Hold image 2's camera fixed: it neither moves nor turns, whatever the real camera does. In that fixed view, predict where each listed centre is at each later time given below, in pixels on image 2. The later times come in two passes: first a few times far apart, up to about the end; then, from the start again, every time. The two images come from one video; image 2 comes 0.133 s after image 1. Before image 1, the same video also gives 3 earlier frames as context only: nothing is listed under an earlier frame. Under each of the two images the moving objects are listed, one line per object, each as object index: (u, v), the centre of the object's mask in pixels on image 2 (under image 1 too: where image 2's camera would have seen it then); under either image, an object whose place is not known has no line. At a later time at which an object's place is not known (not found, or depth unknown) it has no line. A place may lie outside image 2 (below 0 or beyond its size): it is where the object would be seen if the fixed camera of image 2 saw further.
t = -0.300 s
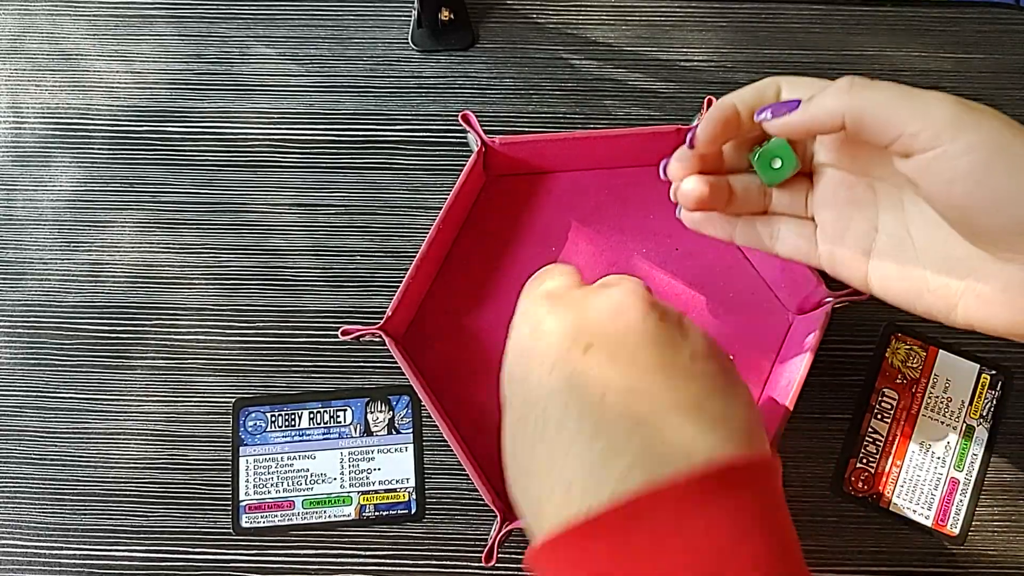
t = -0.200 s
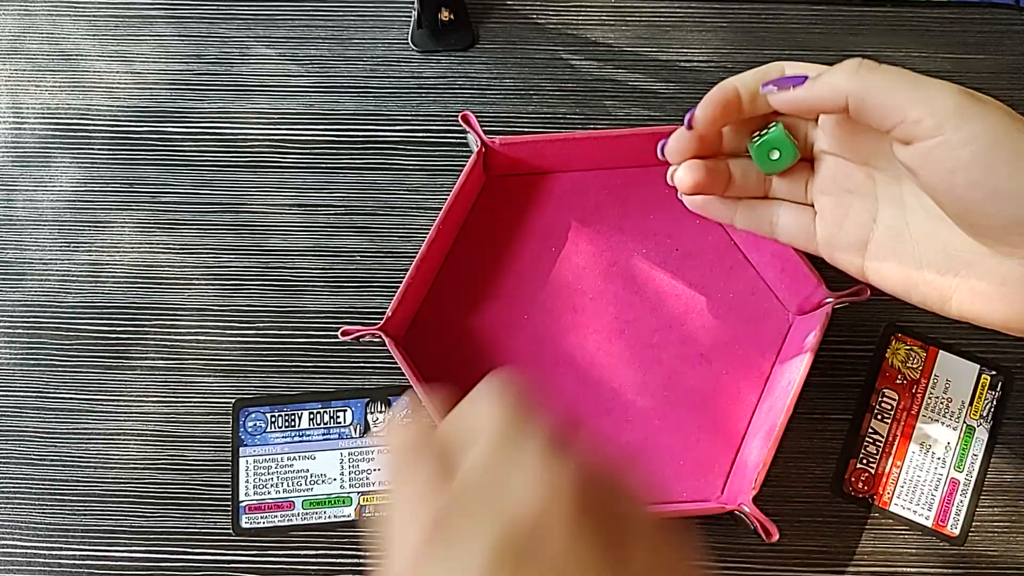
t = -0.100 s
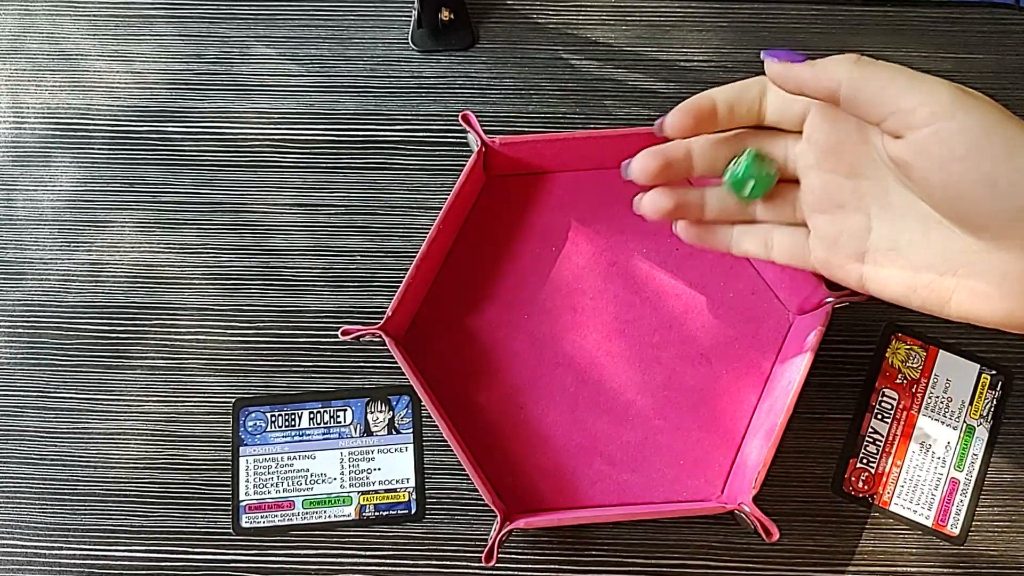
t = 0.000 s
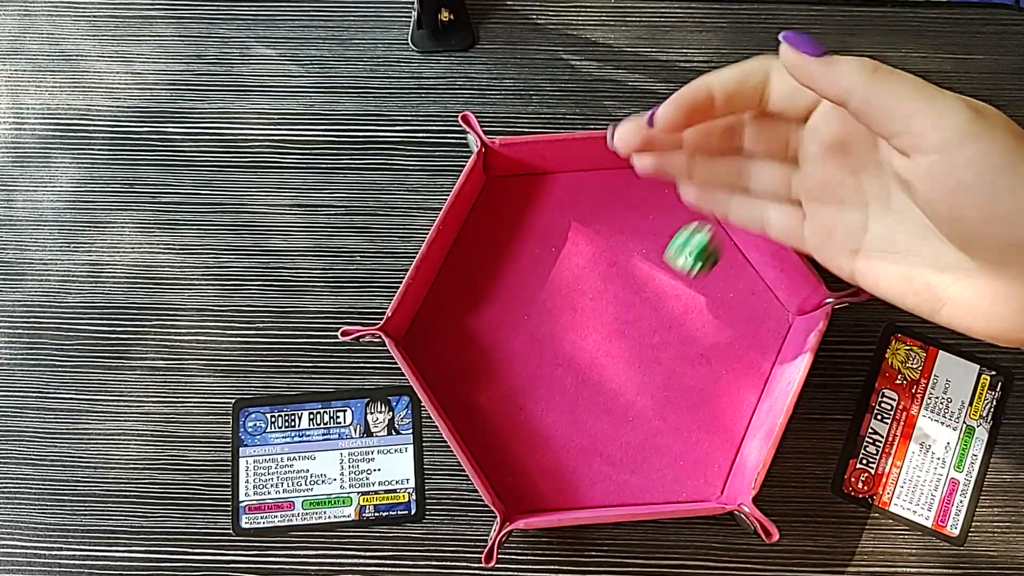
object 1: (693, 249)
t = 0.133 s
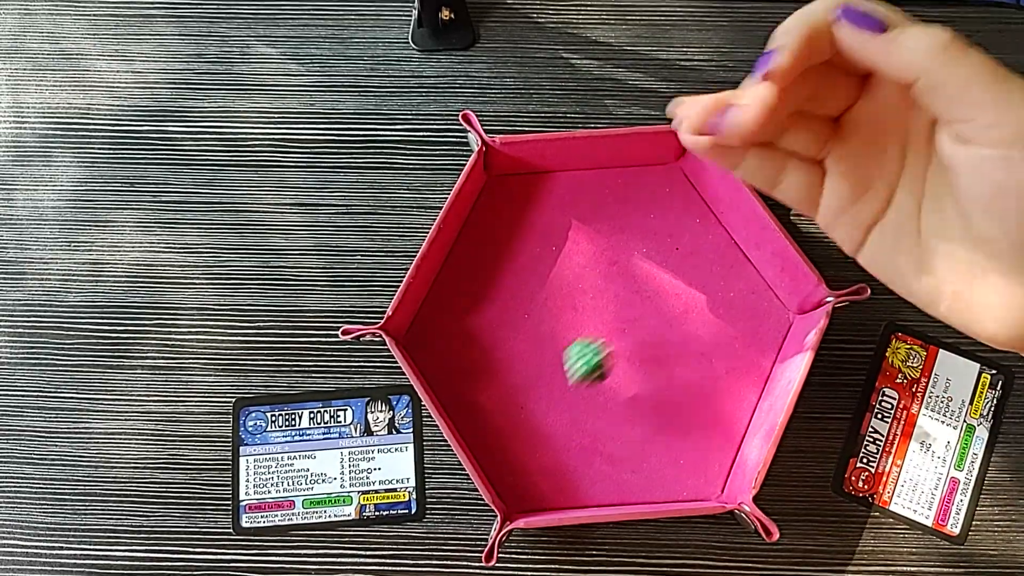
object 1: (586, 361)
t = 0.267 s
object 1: (487, 444)
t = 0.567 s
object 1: (517, 441)
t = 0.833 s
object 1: (517, 441)
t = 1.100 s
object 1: (517, 442)
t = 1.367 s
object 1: (517, 441)
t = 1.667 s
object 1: (517, 442)
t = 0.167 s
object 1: (552, 391)
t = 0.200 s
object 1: (526, 418)
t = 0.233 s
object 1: (502, 431)
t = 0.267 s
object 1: (487, 444)
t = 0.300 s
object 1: (497, 445)
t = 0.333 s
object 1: (502, 452)
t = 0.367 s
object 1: (505, 451)
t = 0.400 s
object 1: (512, 450)
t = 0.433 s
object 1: (516, 447)
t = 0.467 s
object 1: (518, 444)
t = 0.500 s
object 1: (517, 441)
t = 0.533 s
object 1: (517, 441)
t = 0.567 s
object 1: (517, 441)
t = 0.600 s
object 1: (517, 441)
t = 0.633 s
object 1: (517, 442)
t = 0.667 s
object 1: (517, 442)
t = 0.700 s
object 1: (517, 442)
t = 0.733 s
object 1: (517, 442)
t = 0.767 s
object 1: (517, 442)
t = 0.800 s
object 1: (517, 441)
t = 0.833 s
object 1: (517, 441)
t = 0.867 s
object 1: (517, 441)
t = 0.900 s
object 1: (517, 442)
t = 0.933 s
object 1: (517, 442)
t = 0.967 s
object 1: (517, 442)
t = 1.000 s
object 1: (517, 441)
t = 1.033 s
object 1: (517, 442)
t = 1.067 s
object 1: (517, 442)
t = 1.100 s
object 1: (517, 442)
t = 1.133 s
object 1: (517, 441)
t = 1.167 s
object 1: (517, 441)
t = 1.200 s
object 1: (517, 442)
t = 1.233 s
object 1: (517, 441)
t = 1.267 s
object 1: (517, 442)
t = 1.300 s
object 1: (517, 441)
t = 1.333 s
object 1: (517, 441)
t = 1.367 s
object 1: (517, 441)
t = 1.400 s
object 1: (517, 442)
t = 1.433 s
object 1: (517, 441)
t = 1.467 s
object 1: (517, 441)
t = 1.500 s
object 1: (517, 441)
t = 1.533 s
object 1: (517, 441)
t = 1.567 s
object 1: (517, 441)
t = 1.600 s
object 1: (517, 441)
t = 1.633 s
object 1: (517, 441)
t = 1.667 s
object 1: (517, 442)
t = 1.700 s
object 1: (517, 442)
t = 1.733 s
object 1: (517, 442)
